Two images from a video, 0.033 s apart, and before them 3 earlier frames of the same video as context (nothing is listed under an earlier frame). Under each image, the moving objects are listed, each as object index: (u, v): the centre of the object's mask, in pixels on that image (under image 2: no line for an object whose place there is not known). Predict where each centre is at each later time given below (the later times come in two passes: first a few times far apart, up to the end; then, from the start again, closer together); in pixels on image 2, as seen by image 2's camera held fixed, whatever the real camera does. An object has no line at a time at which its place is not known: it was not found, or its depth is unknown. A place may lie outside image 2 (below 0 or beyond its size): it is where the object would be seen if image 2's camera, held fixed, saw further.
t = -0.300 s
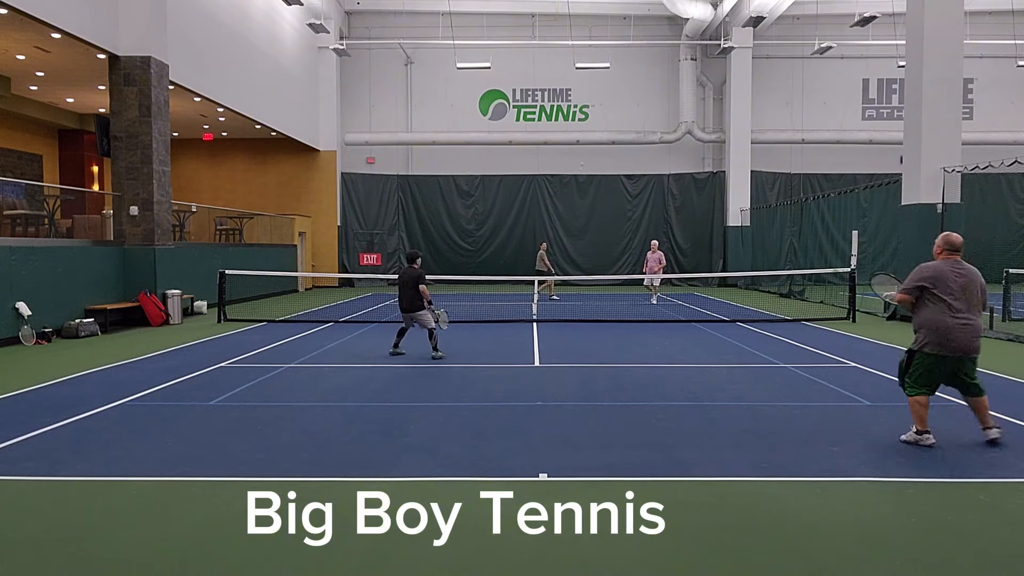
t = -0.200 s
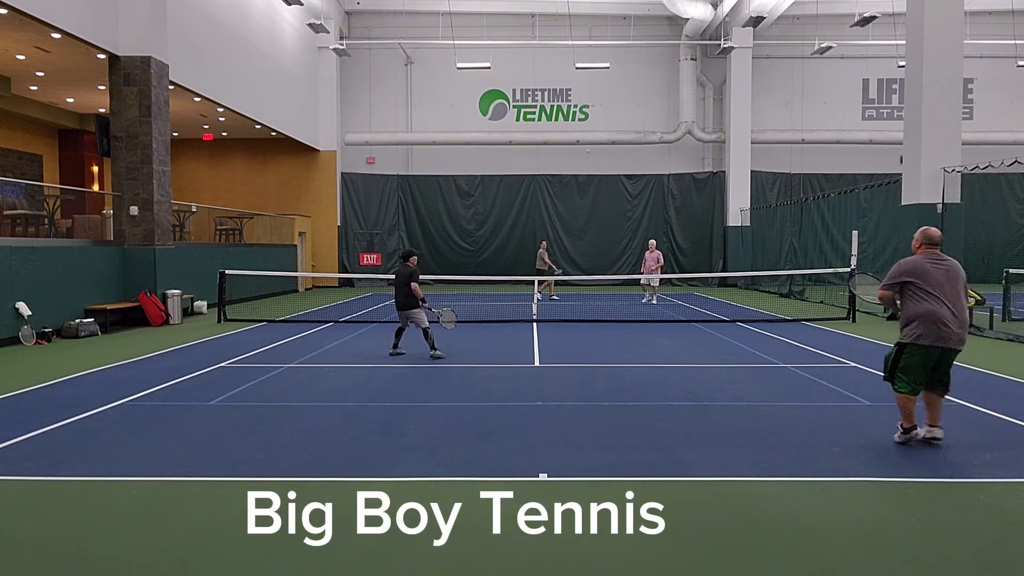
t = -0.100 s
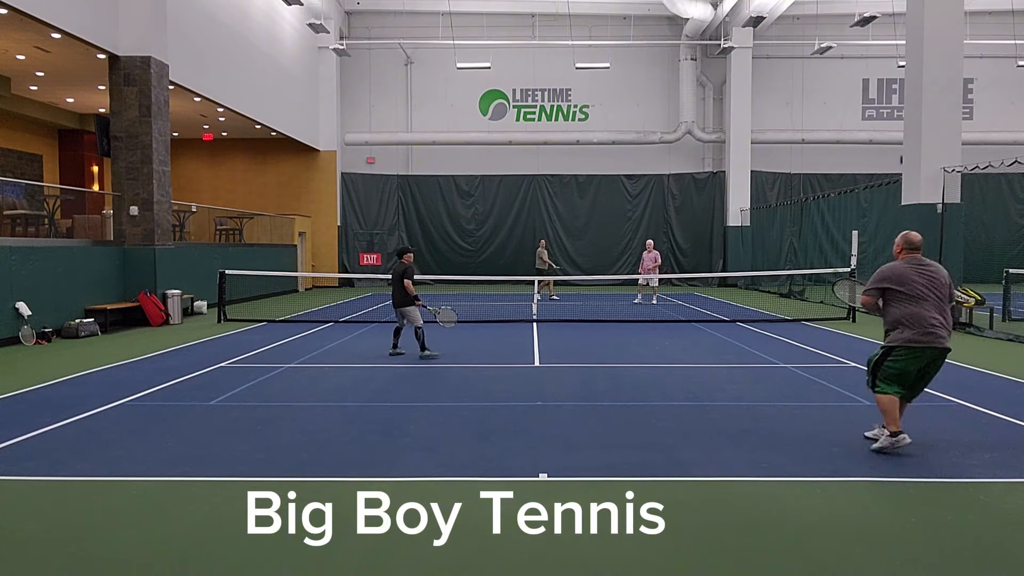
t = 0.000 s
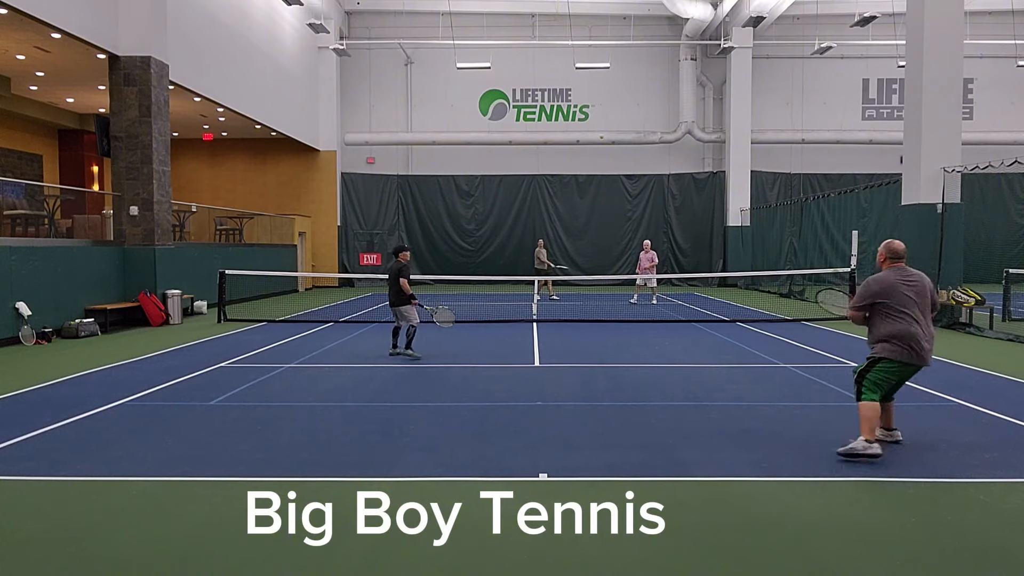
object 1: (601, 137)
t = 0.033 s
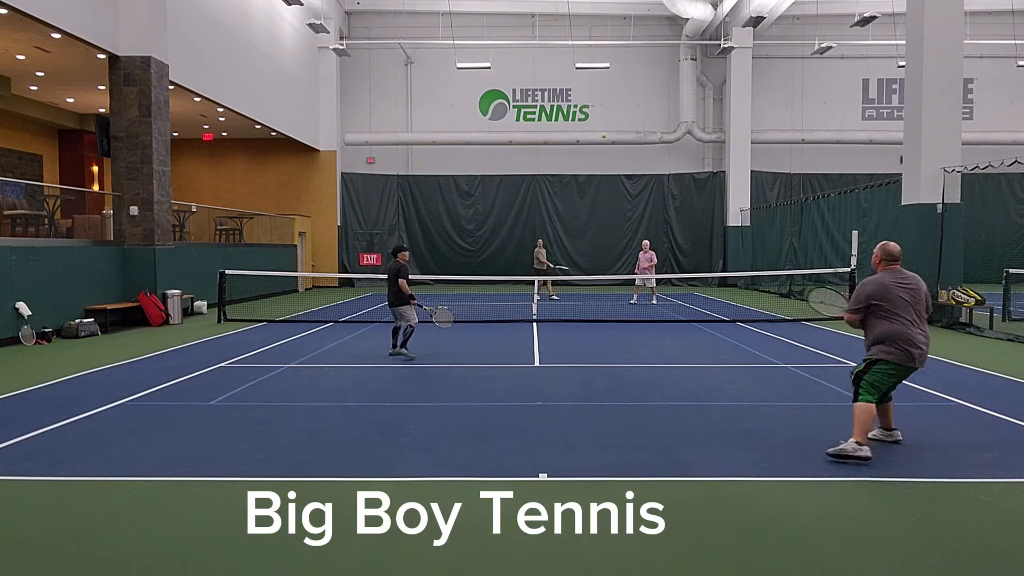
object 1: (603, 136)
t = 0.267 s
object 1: (621, 152)
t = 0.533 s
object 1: (646, 241)
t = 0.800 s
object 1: (677, 414)
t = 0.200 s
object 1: (616, 143)
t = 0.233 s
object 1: (618, 147)
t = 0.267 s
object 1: (621, 152)
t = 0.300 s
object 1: (625, 158)
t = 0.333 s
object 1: (627, 166)
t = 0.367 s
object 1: (630, 175)
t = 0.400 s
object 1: (633, 184)
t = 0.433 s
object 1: (636, 196)
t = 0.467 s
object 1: (639, 209)
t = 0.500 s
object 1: (642, 224)
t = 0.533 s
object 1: (646, 241)
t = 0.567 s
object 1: (650, 259)
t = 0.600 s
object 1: (653, 282)
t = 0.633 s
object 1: (657, 305)
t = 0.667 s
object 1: (661, 332)
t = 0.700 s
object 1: (666, 363)
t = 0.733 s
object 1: (670, 397)
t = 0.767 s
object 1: (675, 434)
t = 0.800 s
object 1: (677, 414)
